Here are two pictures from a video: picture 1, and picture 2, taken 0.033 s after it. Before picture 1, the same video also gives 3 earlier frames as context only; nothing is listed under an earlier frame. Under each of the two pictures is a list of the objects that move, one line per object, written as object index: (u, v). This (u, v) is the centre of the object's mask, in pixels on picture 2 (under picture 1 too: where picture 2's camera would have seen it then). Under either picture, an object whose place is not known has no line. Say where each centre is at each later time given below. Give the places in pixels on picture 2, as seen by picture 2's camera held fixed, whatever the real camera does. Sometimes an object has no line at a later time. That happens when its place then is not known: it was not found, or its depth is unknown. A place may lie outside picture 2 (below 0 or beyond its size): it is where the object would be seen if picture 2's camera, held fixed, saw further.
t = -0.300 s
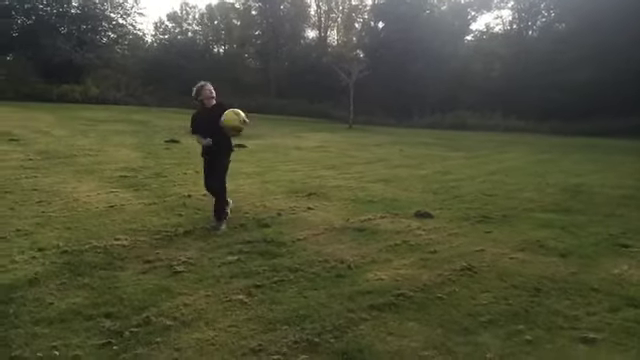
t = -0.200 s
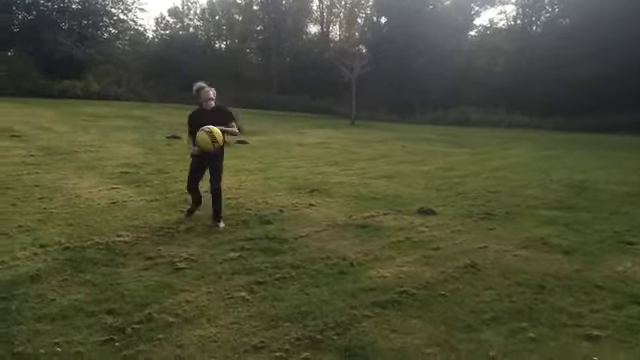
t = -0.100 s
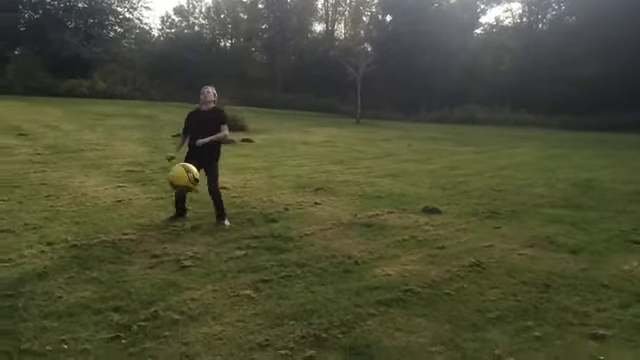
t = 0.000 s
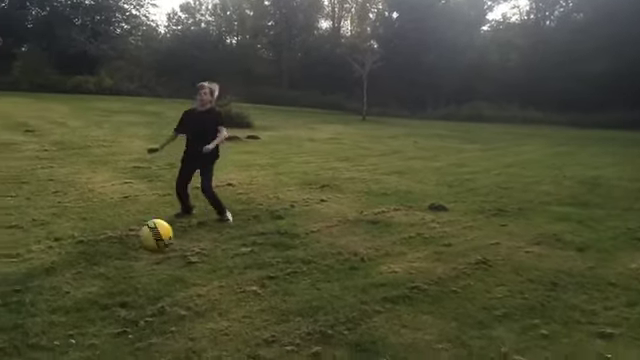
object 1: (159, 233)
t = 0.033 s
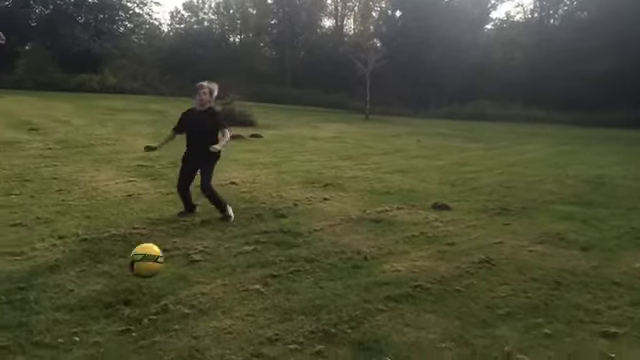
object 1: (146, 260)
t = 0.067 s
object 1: (133, 286)
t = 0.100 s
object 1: (117, 282)
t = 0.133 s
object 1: (102, 274)
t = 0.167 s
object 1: (85, 268)
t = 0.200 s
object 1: (71, 263)
